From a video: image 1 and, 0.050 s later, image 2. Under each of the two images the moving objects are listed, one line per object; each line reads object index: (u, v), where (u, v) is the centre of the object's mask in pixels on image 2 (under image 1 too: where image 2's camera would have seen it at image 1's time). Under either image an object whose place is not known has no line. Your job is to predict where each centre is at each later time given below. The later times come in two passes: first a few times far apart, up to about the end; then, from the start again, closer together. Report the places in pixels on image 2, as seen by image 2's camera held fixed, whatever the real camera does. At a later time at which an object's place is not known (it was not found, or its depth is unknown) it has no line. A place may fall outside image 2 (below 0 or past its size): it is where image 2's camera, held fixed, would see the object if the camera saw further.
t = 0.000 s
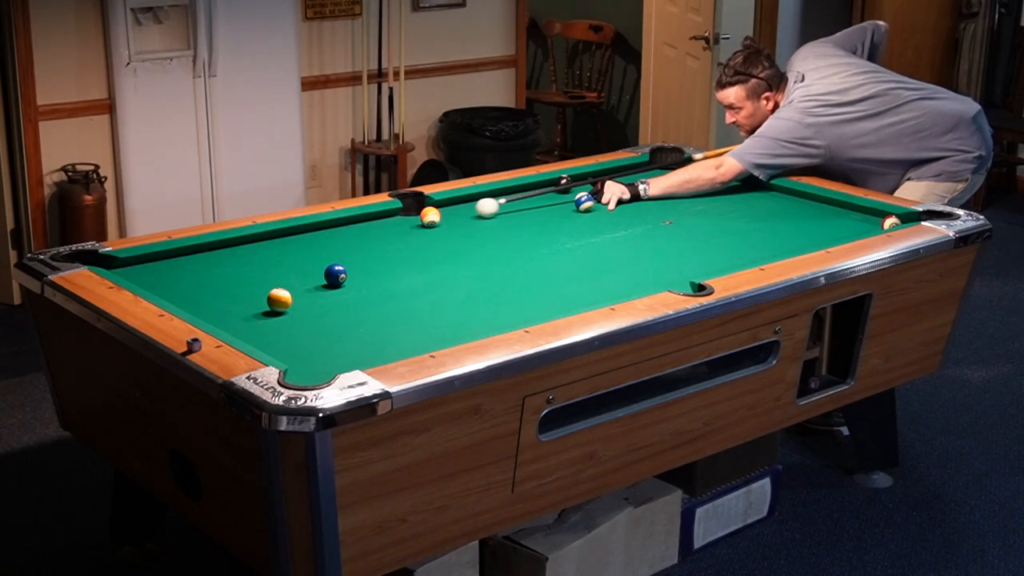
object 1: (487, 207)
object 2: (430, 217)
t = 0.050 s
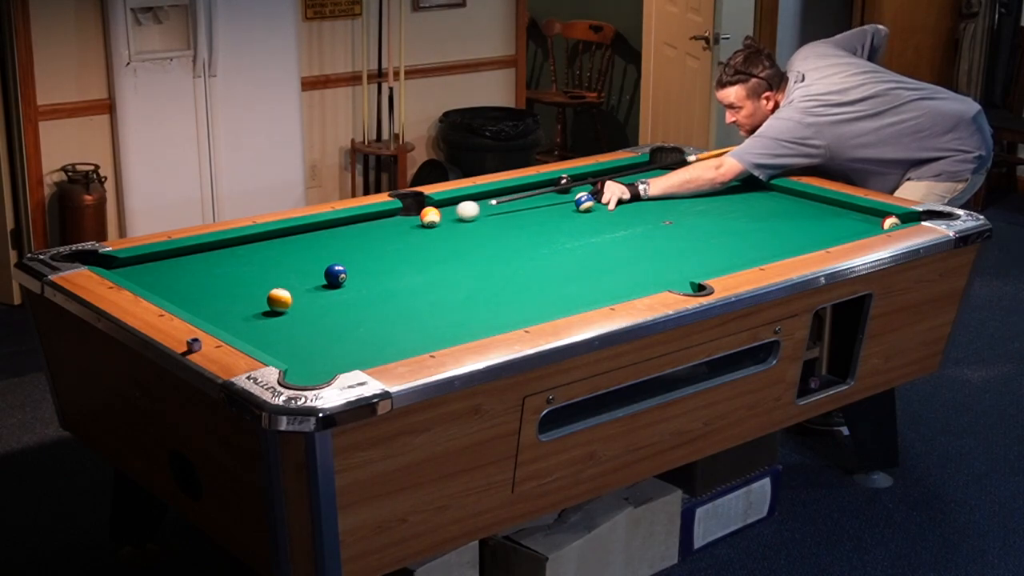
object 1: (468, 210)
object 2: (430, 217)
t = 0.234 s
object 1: (441, 215)
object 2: (386, 223)
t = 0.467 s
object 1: (421, 219)
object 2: (323, 233)
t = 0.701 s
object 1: (403, 223)
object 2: (259, 242)
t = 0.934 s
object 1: (385, 227)
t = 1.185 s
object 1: (369, 231)
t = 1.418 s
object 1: (355, 234)
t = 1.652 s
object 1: (343, 237)
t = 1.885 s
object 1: (331, 239)
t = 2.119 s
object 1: (321, 241)
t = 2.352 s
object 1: (313, 243)
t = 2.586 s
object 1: (306, 244)
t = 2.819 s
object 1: (301, 245)
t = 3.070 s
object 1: (298, 245)
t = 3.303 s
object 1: (297, 246)
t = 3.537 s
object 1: (298, 246)
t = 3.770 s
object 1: (298, 246)
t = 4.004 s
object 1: (298, 246)
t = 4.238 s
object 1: (298, 246)
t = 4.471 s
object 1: (298, 246)
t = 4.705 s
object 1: (298, 246)
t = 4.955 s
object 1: (298, 246)
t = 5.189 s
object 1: (298, 246)
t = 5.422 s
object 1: (298, 246)
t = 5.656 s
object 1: (298, 246)
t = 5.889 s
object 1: (298, 246)
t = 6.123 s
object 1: (298, 246)
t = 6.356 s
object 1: (298, 246)
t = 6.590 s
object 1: (298, 246)
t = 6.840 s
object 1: (298, 246)
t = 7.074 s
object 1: (298, 246)
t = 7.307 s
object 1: (298, 246)
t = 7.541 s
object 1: (298, 246)
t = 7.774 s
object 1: (298, 246)
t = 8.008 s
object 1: (298, 246)
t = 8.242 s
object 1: (298, 246)
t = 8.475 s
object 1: (298, 246)
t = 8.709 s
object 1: (298, 246)
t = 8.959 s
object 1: (298, 246)
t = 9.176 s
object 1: (298, 246)
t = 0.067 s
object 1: (461, 211)
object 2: (430, 217)
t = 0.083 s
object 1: (455, 212)
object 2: (430, 217)
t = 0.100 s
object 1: (449, 214)
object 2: (429, 217)
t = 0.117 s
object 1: (447, 214)
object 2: (424, 217)
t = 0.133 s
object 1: (447, 214)
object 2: (418, 218)
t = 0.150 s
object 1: (447, 214)
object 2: (412, 219)
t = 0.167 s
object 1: (446, 214)
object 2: (406, 220)
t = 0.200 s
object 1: (444, 215)
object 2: (395, 222)
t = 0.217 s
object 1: (443, 215)
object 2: (391, 223)
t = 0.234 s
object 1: (441, 215)
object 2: (386, 223)
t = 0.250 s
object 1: (440, 215)
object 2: (381, 224)
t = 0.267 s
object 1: (438, 216)
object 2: (377, 225)
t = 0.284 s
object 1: (437, 216)
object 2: (372, 225)
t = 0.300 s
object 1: (435, 217)
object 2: (368, 226)
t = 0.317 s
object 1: (434, 217)
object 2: (364, 227)
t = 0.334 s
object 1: (432, 217)
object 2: (359, 227)
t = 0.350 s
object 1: (431, 217)
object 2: (354, 228)
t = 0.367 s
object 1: (429, 218)
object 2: (350, 229)
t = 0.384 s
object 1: (428, 218)
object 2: (346, 229)
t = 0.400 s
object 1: (427, 218)
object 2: (341, 230)
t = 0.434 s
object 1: (424, 219)
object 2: (332, 231)
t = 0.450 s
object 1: (423, 219)
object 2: (328, 232)
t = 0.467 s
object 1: (421, 219)
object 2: (323, 233)
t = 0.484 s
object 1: (420, 220)
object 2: (318, 233)
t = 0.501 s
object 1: (418, 220)
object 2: (314, 234)
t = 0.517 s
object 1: (417, 220)
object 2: (309, 235)
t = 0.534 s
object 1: (416, 221)
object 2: (305, 235)
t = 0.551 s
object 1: (414, 221)
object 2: (300, 236)
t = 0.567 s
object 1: (413, 221)
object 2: (295, 237)
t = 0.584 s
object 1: (412, 221)
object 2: (291, 238)
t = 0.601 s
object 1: (410, 222)
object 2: (286, 238)
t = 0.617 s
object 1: (409, 222)
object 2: (282, 239)
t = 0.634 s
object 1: (408, 222)
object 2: (277, 240)
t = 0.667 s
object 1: (405, 223)
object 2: (268, 241)
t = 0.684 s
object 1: (404, 223)
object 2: (264, 242)
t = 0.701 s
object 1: (403, 223)
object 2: (259, 242)
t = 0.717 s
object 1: (401, 224)
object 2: (254, 243)
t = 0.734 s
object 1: (400, 224)
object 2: (250, 243)
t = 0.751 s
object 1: (399, 224)
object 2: (246, 244)
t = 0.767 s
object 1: (398, 224)
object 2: (241, 245)
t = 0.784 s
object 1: (396, 225)
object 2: (236, 246)
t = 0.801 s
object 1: (395, 225)
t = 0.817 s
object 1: (394, 225)
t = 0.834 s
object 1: (393, 225)
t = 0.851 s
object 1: (391, 226)
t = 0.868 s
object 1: (390, 226)
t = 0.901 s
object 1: (388, 227)
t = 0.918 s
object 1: (387, 227)
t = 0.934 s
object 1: (385, 227)
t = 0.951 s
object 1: (384, 227)
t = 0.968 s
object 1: (383, 228)
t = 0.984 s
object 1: (382, 228)
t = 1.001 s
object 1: (381, 228)
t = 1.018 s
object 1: (380, 228)
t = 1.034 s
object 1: (379, 229)
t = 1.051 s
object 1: (378, 229)
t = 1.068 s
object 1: (377, 229)
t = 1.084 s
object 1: (376, 229)
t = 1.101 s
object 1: (374, 230)
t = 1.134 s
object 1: (372, 230)
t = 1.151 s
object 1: (371, 230)
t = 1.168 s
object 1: (370, 230)
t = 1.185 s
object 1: (369, 231)
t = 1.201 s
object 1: (368, 231)
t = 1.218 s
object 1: (367, 231)
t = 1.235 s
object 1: (366, 231)
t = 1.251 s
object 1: (365, 232)
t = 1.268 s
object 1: (364, 232)
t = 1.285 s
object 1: (363, 232)
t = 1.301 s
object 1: (362, 232)
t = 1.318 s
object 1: (361, 233)
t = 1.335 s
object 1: (360, 233)
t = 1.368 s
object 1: (358, 233)
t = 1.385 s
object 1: (357, 233)
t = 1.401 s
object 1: (356, 234)
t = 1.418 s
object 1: (355, 234)
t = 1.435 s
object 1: (354, 234)
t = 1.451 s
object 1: (353, 234)
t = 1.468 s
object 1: (352, 235)
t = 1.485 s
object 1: (351, 235)
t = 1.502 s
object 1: (350, 235)
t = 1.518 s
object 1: (350, 235)
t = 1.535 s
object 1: (349, 235)
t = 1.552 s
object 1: (348, 236)
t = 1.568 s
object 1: (347, 236)
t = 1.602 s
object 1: (345, 236)
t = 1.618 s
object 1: (344, 236)
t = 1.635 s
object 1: (343, 237)
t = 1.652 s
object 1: (343, 237)
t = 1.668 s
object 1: (342, 237)
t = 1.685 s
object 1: (341, 237)
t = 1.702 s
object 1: (340, 237)
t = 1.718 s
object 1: (339, 238)
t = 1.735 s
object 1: (338, 238)
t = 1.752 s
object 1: (337, 238)
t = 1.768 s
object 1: (337, 238)
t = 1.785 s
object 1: (336, 238)
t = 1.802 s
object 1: (335, 238)
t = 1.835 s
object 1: (333, 239)
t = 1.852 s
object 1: (333, 239)
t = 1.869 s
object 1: (332, 239)
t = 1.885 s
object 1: (331, 239)
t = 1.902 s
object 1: (330, 239)
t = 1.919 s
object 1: (330, 239)
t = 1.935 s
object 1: (329, 240)
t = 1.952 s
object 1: (328, 240)
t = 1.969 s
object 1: (328, 240)
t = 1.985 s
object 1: (327, 240)
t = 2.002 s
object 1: (326, 240)
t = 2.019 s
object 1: (325, 240)
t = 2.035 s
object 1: (325, 241)
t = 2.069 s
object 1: (323, 241)
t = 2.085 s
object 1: (322, 241)
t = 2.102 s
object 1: (322, 241)
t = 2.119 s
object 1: (321, 241)
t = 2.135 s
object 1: (321, 241)
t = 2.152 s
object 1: (320, 242)
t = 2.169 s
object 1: (319, 242)
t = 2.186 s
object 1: (319, 242)
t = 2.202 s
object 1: (318, 242)
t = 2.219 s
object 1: (318, 242)
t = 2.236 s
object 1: (317, 242)
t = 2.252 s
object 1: (316, 242)
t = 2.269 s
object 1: (316, 242)
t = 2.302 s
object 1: (315, 243)
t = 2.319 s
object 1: (314, 243)
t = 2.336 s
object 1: (313, 243)
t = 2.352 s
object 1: (313, 243)
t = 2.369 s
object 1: (313, 243)
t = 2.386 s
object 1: (312, 243)
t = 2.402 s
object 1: (311, 243)
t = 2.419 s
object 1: (311, 243)
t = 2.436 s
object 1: (310, 243)
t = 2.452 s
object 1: (310, 244)
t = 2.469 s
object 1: (309, 243)
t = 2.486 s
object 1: (309, 244)
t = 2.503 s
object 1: (308, 244)
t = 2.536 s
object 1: (308, 244)
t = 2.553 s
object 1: (307, 244)
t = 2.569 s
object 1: (307, 244)
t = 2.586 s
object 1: (306, 244)
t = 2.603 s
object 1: (306, 244)
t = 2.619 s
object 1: (305, 244)
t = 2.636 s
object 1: (305, 244)
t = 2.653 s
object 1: (305, 244)
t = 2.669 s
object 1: (304, 244)
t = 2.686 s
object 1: (304, 244)
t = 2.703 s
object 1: (303, 245)
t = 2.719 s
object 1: (303, 245)
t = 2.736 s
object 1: (303, 245)
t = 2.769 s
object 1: (302, 245)
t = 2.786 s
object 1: (302, 245)
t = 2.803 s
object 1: (302, 245)
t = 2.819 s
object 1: (301, 245)
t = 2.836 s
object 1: (301, 245)
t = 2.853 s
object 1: (301, 245)
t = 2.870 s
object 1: (301, 245)
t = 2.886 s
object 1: (300, 245)
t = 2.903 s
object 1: (300, 245)
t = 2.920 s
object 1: (300, 245)
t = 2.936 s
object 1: (300, 245)
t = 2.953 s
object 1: (299, 245)
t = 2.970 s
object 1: (299, 245)
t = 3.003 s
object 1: (299, 245)
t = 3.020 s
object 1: (299, 245)
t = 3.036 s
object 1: (298, 246)
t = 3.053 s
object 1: (298, 245)
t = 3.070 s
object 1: (298, 245)
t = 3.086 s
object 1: (298, 246)
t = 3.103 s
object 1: (298, 246)
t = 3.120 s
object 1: (298, 246)
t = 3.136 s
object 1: (298, 246)
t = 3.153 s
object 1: (298, 246)
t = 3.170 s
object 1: (298, 246)
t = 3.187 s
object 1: (297, 246)
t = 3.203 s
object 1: (297, 246)
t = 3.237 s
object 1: (297, 246)
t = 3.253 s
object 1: (297, 246)
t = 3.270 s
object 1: (297, 246)
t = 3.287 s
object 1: (297, 246)
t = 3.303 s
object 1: (297, 246)
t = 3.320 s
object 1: (297, 246)
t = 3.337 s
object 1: (297, 246)
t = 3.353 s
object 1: (297, 246)
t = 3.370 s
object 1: (297, 246)
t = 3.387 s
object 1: (297, 246)
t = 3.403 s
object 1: (297, 246)
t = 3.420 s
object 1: (297, 246)
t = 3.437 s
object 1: (297, 246)
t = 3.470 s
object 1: (297, 246)
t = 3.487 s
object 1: (298, 246)
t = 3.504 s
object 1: (297, 246)
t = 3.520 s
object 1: (298, 246)
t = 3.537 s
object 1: (298, 246)
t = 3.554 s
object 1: (298, 246)
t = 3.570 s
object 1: (298, 246)
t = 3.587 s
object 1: (298, 246)
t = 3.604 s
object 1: (298, 246)
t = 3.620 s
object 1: (298, 246)
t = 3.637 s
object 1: (298, 246)
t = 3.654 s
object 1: (298, 246)
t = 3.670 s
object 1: (298, 246)
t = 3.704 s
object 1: (298, 246)
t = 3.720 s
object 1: (298, 246)
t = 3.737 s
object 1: (298, 246)
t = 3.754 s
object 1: (298, 246)
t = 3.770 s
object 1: (298, 246)
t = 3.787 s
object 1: (298, 246)
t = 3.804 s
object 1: (298, 246)
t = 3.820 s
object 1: (298, 246)
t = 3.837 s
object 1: (298, 246)
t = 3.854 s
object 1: (298, 246)
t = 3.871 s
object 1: (298, 246)
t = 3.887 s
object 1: (298, 246)
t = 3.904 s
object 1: (298, 246)
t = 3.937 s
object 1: (298, 246)
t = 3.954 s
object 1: (298, 246)
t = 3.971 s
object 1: (298, 246)
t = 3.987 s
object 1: (298, 246)
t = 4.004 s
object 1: (298, 246)
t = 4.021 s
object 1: (298, 246)
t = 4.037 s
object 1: (298, 246)
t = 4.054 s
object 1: (298, 246)
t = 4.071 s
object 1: (298, 246)
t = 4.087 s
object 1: (298, 246)
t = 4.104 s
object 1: (298, 246)
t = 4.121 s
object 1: (298, 246)
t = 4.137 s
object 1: (298, 246)
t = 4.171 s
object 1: (298, 246)
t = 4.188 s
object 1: (298, 246)
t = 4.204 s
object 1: (298, 246)
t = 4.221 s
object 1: (298, 246)
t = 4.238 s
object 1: (298, 246)
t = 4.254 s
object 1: (298, 246)
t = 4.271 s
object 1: (298, 246)
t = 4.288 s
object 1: (298, 246)
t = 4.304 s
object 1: (298, 246)
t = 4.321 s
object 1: (298, 246)
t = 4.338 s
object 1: (298, 246)
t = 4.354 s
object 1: (298, 246)
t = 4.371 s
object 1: (298, 246)
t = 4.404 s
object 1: (298, 246)
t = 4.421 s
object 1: (298, 246)
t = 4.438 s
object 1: (298, 246)
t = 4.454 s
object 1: (298, 246)
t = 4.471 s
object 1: (298, 246)
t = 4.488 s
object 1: (298, 246)
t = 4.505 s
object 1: (298, 246)
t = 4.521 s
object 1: (298, 246)
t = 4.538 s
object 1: (298, 246)
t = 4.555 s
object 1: (298, 246)
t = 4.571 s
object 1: (298, 246)
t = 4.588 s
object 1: (298, 246)
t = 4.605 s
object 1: (298, 246)
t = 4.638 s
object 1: (298, 246)
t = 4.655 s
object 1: (298, 246)
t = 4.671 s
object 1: (298, 246)
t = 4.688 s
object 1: (298, 246)
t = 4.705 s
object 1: (298, 246)
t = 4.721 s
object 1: (298, 246)
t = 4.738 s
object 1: (298, 246)
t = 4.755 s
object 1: (298, 246)
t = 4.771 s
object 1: (298, 246)
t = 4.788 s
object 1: (298, 246)
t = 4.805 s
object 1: (298, 246)
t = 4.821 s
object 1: (298, 246)
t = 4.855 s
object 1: (298, 246)
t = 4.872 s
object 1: (298, 246)
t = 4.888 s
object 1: (298, 246)
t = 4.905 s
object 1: (298, 246)
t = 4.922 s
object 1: (298, 246)
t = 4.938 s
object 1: (298, 246)
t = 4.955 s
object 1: (298, 246)
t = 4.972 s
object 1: (298, 246)
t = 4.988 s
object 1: (298, 246)
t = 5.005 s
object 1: (298, 246)
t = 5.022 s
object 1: (298, 246)
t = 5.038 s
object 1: (298, 246)
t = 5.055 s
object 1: (298, 246)
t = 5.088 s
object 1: (298, 246)
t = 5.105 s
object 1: (298, 246)
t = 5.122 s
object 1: (298, 246)
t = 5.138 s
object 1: (298, 246)
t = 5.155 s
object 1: (298, 246)
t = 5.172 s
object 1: (298, 246)
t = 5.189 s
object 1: (298, 246)
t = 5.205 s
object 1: (298, 246)
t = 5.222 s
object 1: (298, 246)
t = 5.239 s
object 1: (298, 246)
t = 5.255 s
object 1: (298, 246)
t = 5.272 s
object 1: (298, 246)
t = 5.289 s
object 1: (298, 246)
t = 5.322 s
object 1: (298, 246)
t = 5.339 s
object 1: (298, 246)
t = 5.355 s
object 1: (298, 246)
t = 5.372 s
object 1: (298, 246)
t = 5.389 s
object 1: (298, 246)
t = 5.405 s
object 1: (298, 246)
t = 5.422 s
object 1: (298, 246)
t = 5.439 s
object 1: (298, 246)
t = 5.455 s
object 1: (298, 246)
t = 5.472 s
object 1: (298, 246)
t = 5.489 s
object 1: (298, 246)
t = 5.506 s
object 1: (298, 246)
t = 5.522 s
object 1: (298, 246)
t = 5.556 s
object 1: (298, 246)
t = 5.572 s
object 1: (298, 246)
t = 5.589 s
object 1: (298, 246)
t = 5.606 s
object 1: (298, 246)
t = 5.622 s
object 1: (298, 246)
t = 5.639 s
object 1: (298, 246)
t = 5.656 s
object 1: (298, 246)
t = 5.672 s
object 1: (298, 246)
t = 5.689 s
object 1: (298, 246)
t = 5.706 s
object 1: (298, 246)
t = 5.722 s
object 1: (298, 246)
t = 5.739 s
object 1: (298, 246)
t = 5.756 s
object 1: (298, 246)
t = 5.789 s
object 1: (298, 246)
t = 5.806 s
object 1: (298, 246)
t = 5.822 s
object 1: (298, 246)
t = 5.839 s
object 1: (298, 246)
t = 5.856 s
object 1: (298, 246)
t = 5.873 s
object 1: (298, 246)
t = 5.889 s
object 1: (298, 246)
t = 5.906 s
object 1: (298, 246)
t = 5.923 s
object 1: (298, 246)
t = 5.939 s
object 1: (298, 246)
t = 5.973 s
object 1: (298, 246)
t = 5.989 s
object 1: (298, 246)
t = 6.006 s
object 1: (298, 246)
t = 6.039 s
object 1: (298, 246)
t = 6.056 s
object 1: (298, 246)
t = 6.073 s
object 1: (298, 246)
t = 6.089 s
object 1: (298, 246)
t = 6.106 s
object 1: (298, 246)
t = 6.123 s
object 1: (298, 246)
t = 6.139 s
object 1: (298, 246)
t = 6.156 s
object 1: (298, 246)
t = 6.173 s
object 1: (298, 246)
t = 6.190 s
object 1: (298, 246)
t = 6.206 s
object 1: (298, 246)
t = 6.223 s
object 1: (298, 246)
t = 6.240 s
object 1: (298, 246)
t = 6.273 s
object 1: (298, 246)
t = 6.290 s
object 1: (298, 246)
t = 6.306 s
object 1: (298, 246)
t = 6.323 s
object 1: (298, 246)
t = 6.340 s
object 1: (298, 246)
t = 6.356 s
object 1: (298, 246)
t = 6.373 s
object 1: (298, 246)
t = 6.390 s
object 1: (298, 246)
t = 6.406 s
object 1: (298, 246)
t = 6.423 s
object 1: (298, 246)
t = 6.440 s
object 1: (298, 246)
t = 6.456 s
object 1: (298, 246)
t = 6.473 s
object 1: (298, 246)
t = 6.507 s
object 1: (298, 246)
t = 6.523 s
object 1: (298, 246)
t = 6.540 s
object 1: (298, 246)
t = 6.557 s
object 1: (298, 246)
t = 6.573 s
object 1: (298, 246)
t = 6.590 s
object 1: (298, 246)
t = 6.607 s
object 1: (298, 246)
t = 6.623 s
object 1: (298, 246)
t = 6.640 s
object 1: (298, 246)
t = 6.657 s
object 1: (298, 246)
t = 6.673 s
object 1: (298, 246)
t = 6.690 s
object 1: (298, 246)
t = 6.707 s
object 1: (298, 246)
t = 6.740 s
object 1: (298, 246)
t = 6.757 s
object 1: (298, 246)
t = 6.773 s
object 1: (298, 246)
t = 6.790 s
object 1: (298, 246)
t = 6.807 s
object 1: (298, 246)
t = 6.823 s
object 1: (298, 246)
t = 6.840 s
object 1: (298, 246)
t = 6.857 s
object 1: (298, 246)
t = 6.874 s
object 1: (298, 246)
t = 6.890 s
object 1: (298, 246)
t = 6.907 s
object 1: (298, 246)
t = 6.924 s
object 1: (298, 246)
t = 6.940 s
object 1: (298, 246)
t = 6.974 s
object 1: (298, 246)
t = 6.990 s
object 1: (298, 246)
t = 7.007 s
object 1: (298, 246)
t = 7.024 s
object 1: (298, 246)
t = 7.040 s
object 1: (298, 246)
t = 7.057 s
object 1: (298, 246)
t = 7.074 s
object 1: (298, 246)
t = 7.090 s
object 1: (298, 246)
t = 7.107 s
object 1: (298, 246)
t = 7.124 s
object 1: (298, 246)
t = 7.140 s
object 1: (298, 246)
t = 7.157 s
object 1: (298, 246)
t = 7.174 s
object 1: (298, 246)
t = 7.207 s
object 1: (298, 246)
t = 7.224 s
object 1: (298, 246)
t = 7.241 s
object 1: (298, 246)
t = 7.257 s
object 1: (298, 246)
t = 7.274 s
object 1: (298, 246)
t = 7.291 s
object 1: (298, 246)
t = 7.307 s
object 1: (298, 246)
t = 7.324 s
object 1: (298, 246)
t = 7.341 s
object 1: (298, 246)
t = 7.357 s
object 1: (298, 246)
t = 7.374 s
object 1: (298, 246)
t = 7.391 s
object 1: (298, 246)
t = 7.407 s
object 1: (298, 246)
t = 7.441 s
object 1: (298, 246)
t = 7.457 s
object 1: (298, 246)
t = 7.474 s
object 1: (298, 246)
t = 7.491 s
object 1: (298, 246)
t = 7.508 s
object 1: (298, 246)
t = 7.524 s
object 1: (298, 246)
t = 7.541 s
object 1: (298, 246)
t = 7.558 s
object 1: (298, 246)
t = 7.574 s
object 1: (298, 246)
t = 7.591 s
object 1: (298, 246)
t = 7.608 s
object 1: (298, 246)
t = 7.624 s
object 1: (298, 246)
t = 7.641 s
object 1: (298, 246)
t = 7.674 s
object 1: (298, 246)
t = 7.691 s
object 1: (298, 246)
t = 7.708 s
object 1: (298, 246)
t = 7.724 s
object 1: (298, 246)
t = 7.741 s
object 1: (298, 246)
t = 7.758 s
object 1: (298, 246)
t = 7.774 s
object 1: (298, 246)
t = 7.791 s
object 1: (298, 246)
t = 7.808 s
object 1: (298, 246)
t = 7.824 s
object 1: (298, 246)
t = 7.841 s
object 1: (298, 246)
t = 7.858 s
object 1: (298, 246)
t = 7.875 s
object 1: (298, 246)
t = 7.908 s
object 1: (298, 246)
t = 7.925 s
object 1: (298, 246)
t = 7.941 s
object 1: (298, 246)
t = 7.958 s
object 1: (298, 246)
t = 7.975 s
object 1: (298, 246)
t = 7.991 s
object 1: (298, 246)
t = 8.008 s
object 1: (298, 246)
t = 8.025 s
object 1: (298, 246)
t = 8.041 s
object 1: (298, 246)
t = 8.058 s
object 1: (298, 246)
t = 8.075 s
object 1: (298, 246)
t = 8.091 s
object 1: (298, 246)
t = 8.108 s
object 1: (298, 246)
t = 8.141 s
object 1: (298, 246)
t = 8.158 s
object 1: (298, 246)
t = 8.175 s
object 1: (298, 246)
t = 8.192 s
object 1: (298, 246)
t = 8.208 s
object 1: (298, 246)
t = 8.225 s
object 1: (298, 246)
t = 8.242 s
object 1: (298, 246)
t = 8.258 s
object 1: (298, 246)
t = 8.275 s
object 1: (298, 246)
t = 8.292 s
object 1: (298, 246)
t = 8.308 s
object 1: (298, 246)
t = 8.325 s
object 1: (298, 246)
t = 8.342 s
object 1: (298, 246)
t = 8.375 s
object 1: (298, 246)
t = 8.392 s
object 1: (298, 246)
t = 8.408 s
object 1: (298, 246)
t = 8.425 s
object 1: (298, 246)
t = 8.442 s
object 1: (298, 246)
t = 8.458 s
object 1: (298, 246)
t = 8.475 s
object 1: (298, 246)
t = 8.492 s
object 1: (298, 246)
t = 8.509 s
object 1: (298, 246)
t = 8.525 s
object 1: (298, 246)
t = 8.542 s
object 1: (298, 246)
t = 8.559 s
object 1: (298, 246)
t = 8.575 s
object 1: (298, 246)
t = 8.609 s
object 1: (298, 246)
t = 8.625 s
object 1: (298, 246)
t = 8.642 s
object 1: (298, 246)
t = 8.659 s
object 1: (298, 246)
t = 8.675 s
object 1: (298, 246)
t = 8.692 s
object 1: (298, 246)
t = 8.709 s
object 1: (298, 246)
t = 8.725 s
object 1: (298, 246)
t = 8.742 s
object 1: (298, 246)
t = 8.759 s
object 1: (298, 246)
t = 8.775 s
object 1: (298, 246)
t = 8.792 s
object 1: (298, 246)
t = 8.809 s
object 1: (298, 246)
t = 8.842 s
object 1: (298, 246)
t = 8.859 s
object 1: (298, 246)
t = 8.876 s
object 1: (298, 246)
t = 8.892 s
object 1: (298, 246)
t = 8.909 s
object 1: (298, 246)
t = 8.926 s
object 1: (298, 246)
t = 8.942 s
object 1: (298, 246)
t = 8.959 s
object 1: (298, 246)
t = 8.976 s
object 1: (298, 246)
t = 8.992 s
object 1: (298, 246)
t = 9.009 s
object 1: (298, 246)
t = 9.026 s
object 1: (298, 246)
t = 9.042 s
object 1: (298, 246)
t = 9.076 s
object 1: (298, 246)
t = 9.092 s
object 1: (298, 246)
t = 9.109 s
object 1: (298, 246)
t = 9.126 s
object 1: (298, 246)
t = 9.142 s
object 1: (298, 246)
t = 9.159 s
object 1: (298, 246)
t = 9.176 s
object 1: (298, 246)
